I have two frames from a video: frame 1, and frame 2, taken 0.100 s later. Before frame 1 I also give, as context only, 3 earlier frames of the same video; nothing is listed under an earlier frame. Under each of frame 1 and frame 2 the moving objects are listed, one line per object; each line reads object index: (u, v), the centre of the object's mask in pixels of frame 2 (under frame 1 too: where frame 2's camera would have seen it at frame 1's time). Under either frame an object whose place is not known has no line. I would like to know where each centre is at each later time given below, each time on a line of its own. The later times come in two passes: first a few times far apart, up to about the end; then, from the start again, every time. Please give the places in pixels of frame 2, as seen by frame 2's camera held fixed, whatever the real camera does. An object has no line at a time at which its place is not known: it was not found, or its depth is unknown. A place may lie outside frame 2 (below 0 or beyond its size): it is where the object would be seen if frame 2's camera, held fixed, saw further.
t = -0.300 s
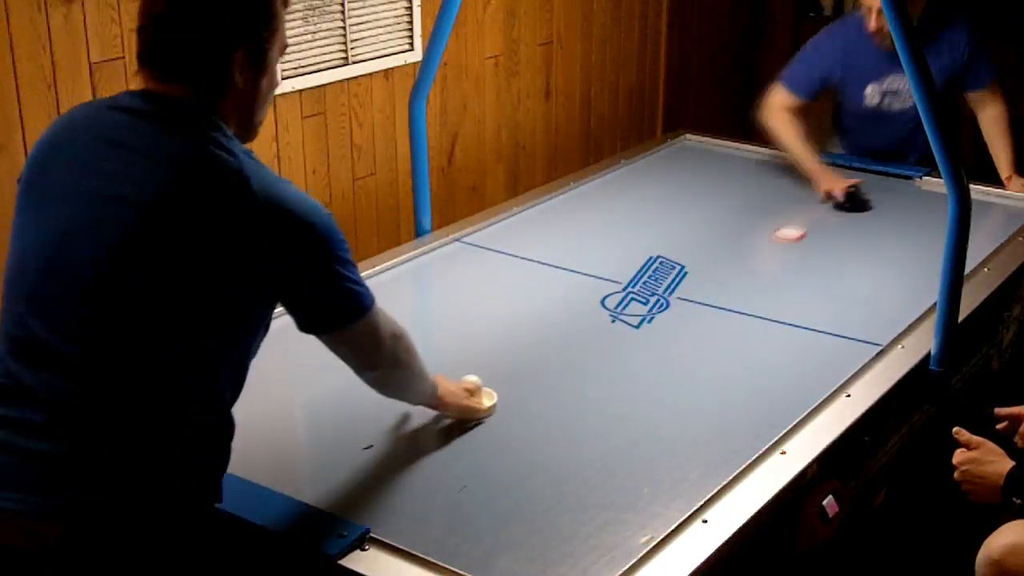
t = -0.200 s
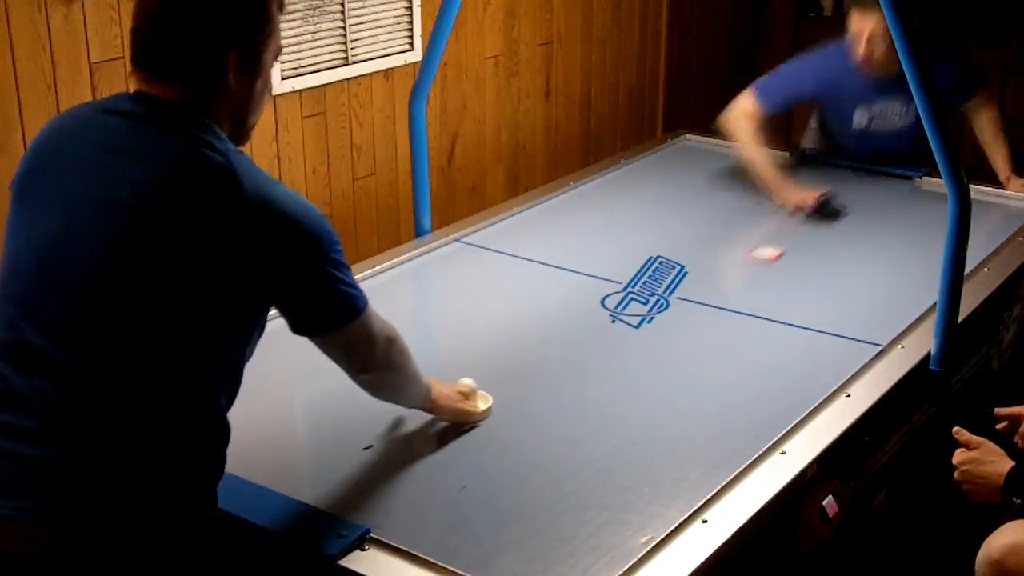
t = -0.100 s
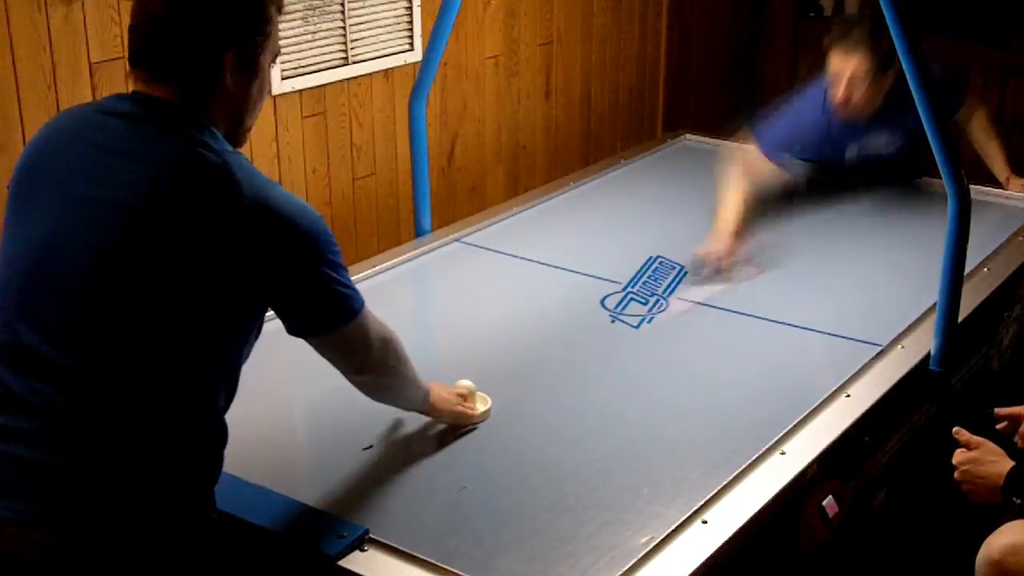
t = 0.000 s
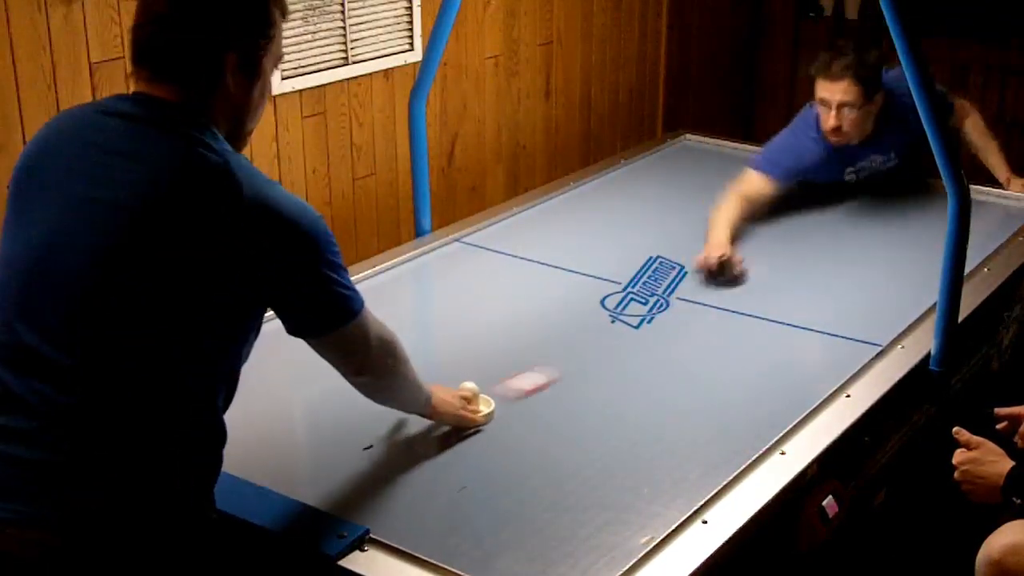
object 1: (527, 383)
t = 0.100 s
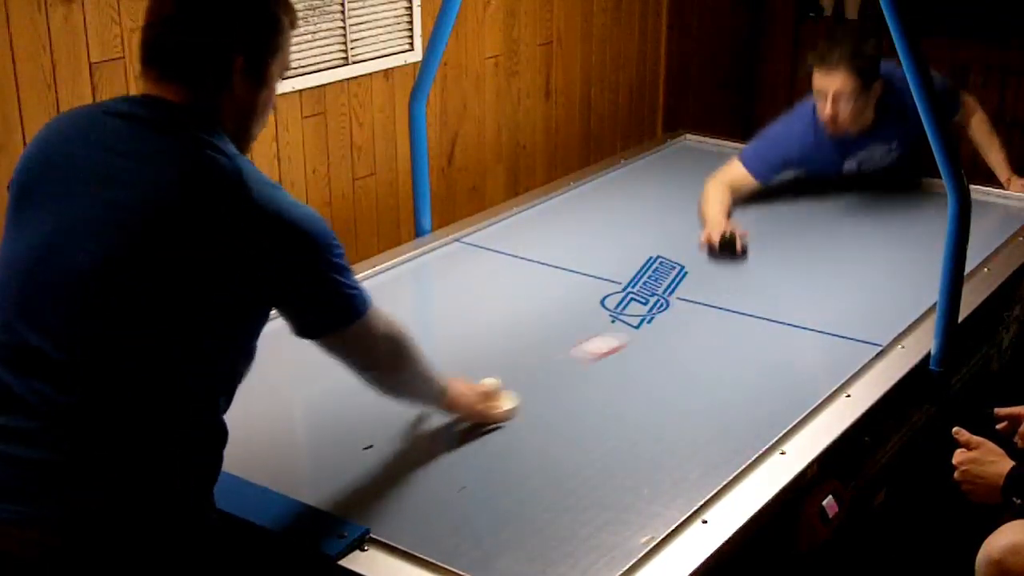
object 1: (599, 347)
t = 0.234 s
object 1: (683, 305)
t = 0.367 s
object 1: (752, 268)
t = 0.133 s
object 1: (618, 337)
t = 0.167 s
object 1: (643, 325)
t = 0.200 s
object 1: (663, 316)
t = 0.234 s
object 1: (683, 305)
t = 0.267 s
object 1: (701, 295)
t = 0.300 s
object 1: (719, 285)
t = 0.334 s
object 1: (737, 276)
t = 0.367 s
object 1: (752, 268)
